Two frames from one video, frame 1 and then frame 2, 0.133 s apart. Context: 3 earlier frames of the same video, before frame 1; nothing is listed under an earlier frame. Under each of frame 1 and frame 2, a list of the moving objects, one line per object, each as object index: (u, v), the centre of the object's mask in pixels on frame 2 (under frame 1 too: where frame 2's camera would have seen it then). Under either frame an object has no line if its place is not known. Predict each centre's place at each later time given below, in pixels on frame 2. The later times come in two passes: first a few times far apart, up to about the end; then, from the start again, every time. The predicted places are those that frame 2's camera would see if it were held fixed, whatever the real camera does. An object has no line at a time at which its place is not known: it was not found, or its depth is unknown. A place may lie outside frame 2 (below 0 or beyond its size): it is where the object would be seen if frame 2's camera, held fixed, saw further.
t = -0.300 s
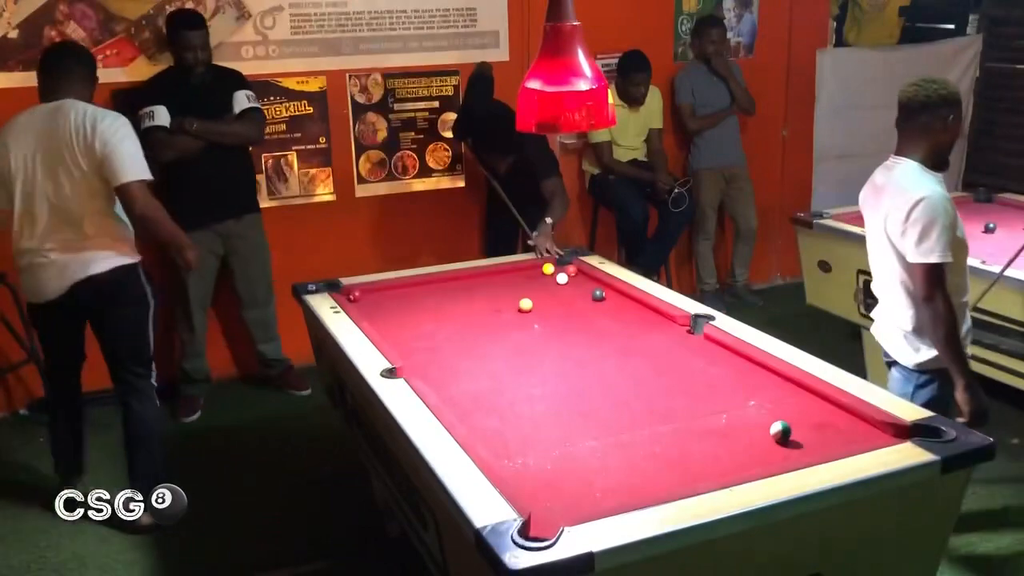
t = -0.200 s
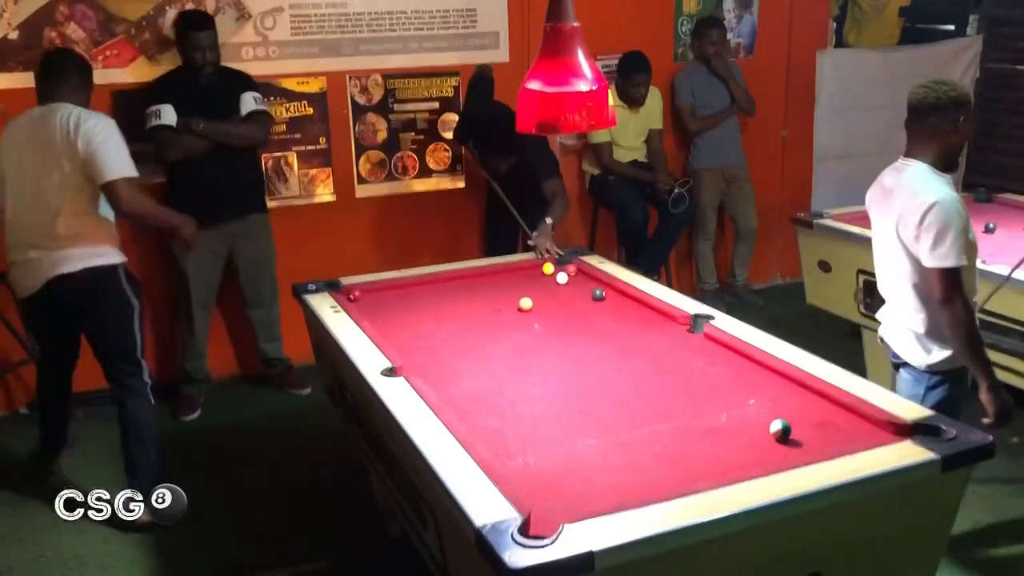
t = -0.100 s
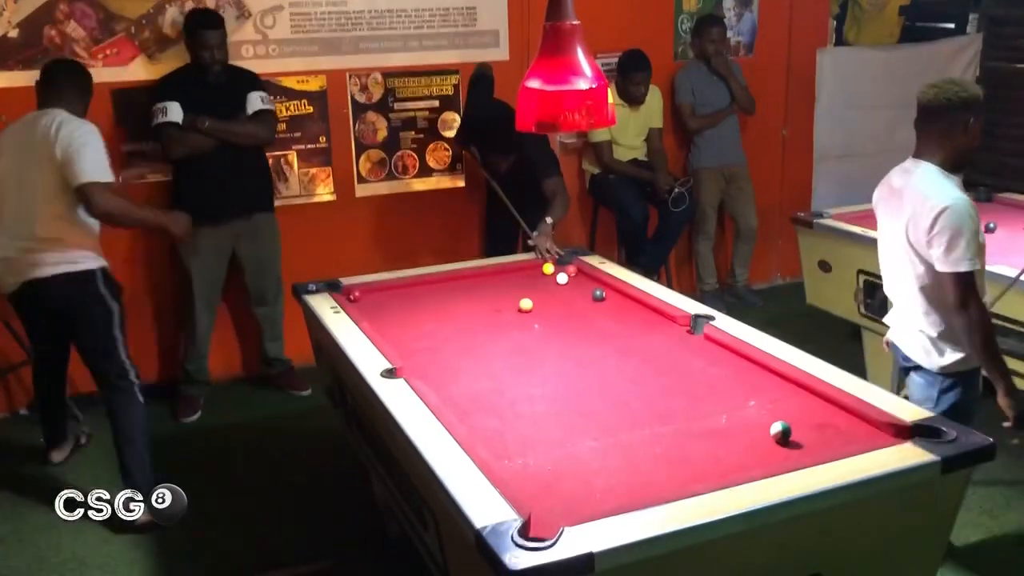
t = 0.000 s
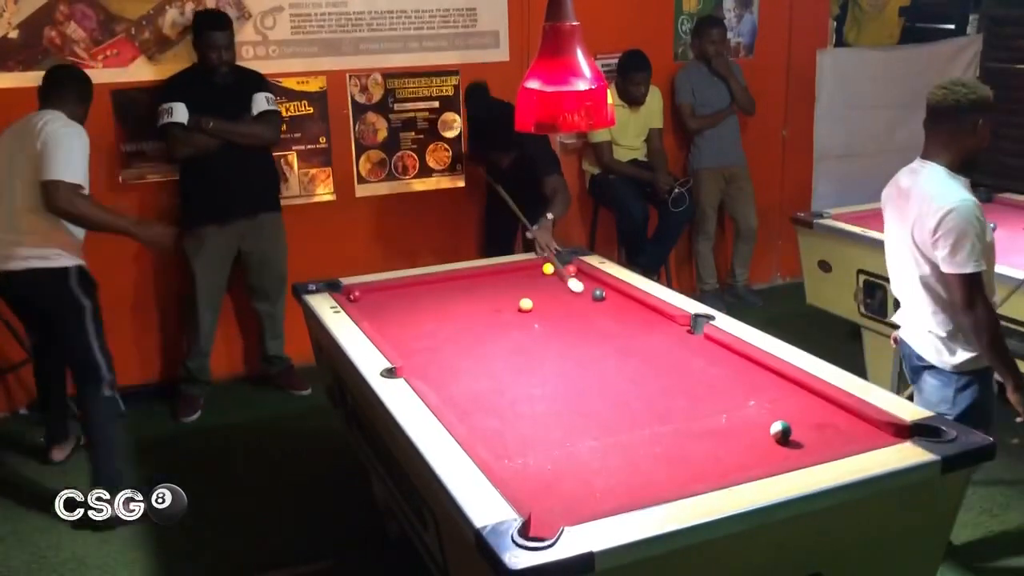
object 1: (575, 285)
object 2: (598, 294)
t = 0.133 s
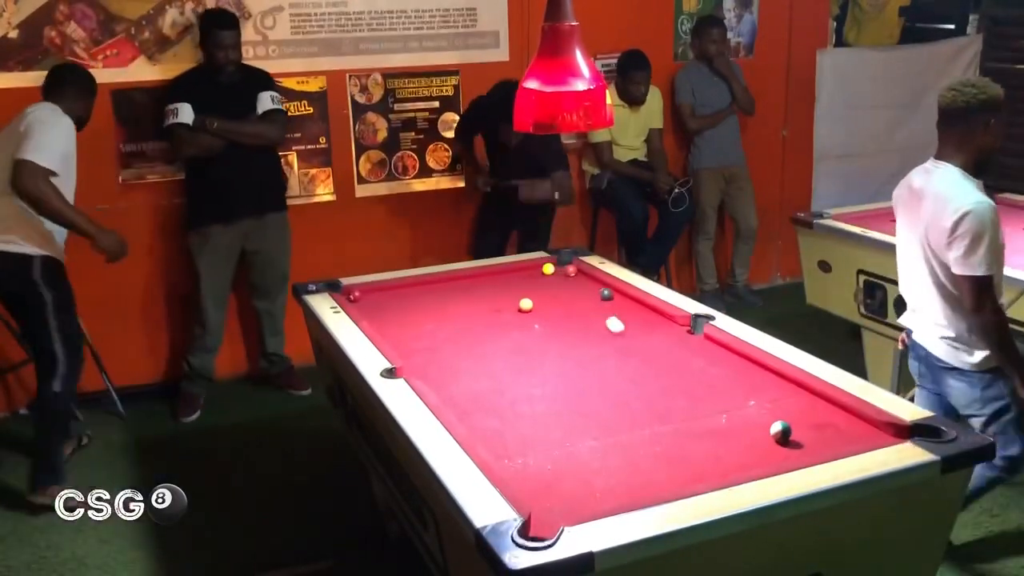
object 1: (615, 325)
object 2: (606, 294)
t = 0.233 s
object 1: (650, 360)
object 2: (614, 294)
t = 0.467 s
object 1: (737, 459)
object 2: (615, 294)
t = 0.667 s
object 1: (626, 410)
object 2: (610, 296)
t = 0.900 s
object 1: (539, 376)
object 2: (606, 298)
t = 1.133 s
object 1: (470, 350)
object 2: (603, 300)
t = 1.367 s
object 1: (412, 328)
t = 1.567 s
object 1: (369, 313)
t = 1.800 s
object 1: (360, 299)
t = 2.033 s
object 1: (365, 294)
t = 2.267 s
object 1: (372, 291)
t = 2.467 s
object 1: (382, 291)
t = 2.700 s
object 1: (393, 291)
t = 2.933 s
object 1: (402, 291)
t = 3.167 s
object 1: (410, 291)
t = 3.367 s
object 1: (416, 292)
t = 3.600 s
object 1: (423, 291)
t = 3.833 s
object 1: (428, 293)
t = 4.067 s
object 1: (432, 293)
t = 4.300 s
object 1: (436, 294)
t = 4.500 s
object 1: (437, 294)
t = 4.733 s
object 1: (438, 295)
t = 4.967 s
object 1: (439, 294)
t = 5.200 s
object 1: (439, 294)
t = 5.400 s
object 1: (439, 295)
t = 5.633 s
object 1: (439, 295)
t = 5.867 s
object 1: (439, 295)
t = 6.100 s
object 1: (439, 294)
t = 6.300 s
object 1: (439, 295)
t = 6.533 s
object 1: (439, 294)
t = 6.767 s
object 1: (439, 295)
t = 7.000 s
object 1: (439, 295)
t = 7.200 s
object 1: (439, 295)
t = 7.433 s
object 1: (439, 295)
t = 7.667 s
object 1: (439, 295)
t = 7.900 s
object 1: (439, 295)
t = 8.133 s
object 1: (439, 294)
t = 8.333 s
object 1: (439, 295)
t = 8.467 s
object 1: (439, 294)
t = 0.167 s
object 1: (625, 336)
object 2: (608, 294)
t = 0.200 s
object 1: (637, 347)
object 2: (611, 294)
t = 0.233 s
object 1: (650, 360)
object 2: (614, 294)
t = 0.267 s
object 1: (665, 374)
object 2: (617, 293)
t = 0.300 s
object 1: (679, 390)
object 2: (619, 293)
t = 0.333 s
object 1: (695, 405)
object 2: (619, 293)
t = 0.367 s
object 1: (712, 422)
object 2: (618, 293)
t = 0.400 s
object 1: (732, 443)
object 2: (617, 293)
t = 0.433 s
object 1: (750, 460)
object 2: (616, 293)
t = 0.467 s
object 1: (737, 459)
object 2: (615, 294)
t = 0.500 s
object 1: (715, 450)
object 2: (615, 294)
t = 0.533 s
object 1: (694, 440)
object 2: (613, 295)
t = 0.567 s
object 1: (675, 432)
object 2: (613, 295)
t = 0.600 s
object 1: (657, 424)
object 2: (612, 296)
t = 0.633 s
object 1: (641, 416)
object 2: (611, 296)
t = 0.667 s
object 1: (626, 410)
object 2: (610, 296)
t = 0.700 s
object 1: (611, 404)
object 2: (610, 297)
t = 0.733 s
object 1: (598, 398)
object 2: (609, 296)
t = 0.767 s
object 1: (585, 392)
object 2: (608, 296)
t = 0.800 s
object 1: (573, 389)
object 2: (608, 297)
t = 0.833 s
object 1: (561, 384)
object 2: (607, 298)
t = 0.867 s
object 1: (550, 380)
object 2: (607, 298)
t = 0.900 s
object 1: (539, 376)
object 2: (606, 298)
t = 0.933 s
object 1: (529, 372)
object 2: (606, 298)
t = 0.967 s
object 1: (518, 368)
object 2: (605, 298)
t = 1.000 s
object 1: (508, 364)
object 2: (605, 299)
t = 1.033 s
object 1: (499, 361)
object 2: (605, 299)
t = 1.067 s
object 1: (489, 357)
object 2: (604, 299)
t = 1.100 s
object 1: (480, 354)
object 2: (604, 300)
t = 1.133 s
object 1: (470, 350)
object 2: (603, 300)
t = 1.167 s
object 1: (462, 345)
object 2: (602, 299)
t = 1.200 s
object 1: (453, 341)
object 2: (601, 299)
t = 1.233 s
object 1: (445, 339)
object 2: (601, 300)
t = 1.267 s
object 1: (436, 337)
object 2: (601, 301)
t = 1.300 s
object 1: (428, 334)
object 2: (601, 301)
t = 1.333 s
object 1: (420, 331)
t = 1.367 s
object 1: (412, 328)
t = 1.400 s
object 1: (405, 326)
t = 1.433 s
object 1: (397, 323)
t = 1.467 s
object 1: (390, 320)
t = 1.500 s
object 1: (382, 318)
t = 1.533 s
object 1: (376, 315)
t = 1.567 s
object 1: (369, 313)
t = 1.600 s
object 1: (363, 309)
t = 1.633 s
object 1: (361, 305)
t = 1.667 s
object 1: (360, 303)
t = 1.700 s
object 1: (359, 301)
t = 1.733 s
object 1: (358, 299)
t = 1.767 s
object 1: (359, 299)
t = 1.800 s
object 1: (360, 299)
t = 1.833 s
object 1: (361, 297)
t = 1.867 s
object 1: (362, 297)
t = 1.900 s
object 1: (363, 296)
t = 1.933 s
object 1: (363, 296)
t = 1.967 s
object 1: (364, 295)
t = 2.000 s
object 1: (365, 294)
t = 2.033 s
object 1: (365, 294)
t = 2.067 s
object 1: (366, 292)
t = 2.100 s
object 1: (367, 292)
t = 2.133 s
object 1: (367, 292)
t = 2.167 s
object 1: (368, 292)
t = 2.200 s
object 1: (369, 291)
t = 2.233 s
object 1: (370, 291)
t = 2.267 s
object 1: (372, 291)
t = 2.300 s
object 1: (374, 291)
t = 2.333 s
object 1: (376, 291)
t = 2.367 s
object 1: (377, 291)
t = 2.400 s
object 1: (379, 291)
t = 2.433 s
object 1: (380, 291)
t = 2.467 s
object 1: (382, 291)
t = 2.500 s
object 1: (383, 290)
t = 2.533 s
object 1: (385, 291)
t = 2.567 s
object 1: (387, 291)
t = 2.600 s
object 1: (388, 291)
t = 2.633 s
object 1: (390, 291)
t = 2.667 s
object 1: (391, 291)
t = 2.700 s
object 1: (393, 291)
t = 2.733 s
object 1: (394, 291)
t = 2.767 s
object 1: (395, 291)
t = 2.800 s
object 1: (397, 291)
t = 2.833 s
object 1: (398, 291)
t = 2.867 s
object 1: (400, 291)
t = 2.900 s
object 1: (401, 291)
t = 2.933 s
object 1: (402, 291)
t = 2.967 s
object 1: (403, 292)
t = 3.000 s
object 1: (405, 292)
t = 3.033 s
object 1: (406, 292)
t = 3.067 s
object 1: (407, 291)
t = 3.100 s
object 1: (408, 291)
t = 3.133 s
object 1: (409, 291)
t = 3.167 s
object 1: (410, 291)
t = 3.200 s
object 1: (411, 292)
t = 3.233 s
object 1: (413, 292)
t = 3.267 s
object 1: (414, 292)
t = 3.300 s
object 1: (415, 292)
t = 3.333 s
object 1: (416, 292)
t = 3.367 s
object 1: (416, 292)
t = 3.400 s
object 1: (418, 292)
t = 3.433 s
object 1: (419, 292)
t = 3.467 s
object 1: (420, 292)
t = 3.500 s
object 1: (420, 292)
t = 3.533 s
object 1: (421, 292)
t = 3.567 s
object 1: (422, 291)
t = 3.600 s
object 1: (423, 291)
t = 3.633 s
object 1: (424, 292)
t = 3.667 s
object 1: (425, 292)
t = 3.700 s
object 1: (425, 293)
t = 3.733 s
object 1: (426, 293)
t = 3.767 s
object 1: (427, 293)
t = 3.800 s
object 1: (427, 293)
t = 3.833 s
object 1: (428, 293)
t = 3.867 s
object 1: (429, 293)
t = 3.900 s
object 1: (430, 292)
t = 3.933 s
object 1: (430, 293)
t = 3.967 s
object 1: (431, 292)
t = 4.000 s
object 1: (432, 293)
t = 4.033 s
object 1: (432, 293)
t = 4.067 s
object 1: (432, 293)
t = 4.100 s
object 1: (433, 293)
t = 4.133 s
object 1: (433, 293)
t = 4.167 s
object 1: (434, 293)
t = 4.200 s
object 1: (434, 293)
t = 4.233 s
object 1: (435, 293)
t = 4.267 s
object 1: (435, 294)
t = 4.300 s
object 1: (436, 294)
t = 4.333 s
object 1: (436, 294)
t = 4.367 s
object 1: (437, 293)
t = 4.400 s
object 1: (437, 293)
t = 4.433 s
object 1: (437, 293)
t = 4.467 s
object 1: (437, 293)
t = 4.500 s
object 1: (437, 294)
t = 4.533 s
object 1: (438, 294)
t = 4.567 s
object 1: (438, 294)
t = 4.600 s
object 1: (438, 294)
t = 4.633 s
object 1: (438, 294)
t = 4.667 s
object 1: (438, 294)
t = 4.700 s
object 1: (438, 295)
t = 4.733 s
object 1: (438, 295)
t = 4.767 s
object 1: (438, 295)
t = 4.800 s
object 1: (439, 294)
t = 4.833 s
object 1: (439, 293)
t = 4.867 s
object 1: (439, 294)
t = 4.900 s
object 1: (439, 295)
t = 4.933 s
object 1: (439, 295)
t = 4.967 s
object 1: (439, 294)
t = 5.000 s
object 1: (439, 294)
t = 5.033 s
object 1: (439, 294)
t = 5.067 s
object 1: (439, 295)
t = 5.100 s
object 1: (439, 294)
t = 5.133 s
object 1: (439, 294)
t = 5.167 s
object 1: (439, 294)
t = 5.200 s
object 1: (439, 294)
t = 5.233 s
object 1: (439, 294)
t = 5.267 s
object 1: (439, 294)
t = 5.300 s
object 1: (439, 294)
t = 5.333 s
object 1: (439, 295)
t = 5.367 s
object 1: (439, 295)
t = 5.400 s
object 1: (439, 295)
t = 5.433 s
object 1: (439, 295)
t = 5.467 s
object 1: (439, 294)
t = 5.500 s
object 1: (439, 294)
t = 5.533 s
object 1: (439, 295)
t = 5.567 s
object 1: (439, 295)
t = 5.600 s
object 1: (439, 295)
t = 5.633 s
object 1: (439, 295)
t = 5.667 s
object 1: (439, 294)
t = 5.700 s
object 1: (439, 293)
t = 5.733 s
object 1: (439, 294)
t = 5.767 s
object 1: (439, 294)
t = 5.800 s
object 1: (439, 294)
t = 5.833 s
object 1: (439, 294)
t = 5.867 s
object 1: (439, 295)
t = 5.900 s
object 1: (439, 294)
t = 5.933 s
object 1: (439, 295)
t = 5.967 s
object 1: (439, 295)
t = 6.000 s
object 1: (439, 295)
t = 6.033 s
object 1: (439, 295)
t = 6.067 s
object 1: (439, 294)
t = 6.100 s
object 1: (439, 294)
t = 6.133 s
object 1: (439, 293)
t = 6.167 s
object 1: (439, 294)
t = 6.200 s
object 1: (439, 295)
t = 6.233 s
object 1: (439, 295)
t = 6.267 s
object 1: (439, 295)
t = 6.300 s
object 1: (439, 295)
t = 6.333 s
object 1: (439, 295)
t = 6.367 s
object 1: (439, 295)
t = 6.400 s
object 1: (439, 295)
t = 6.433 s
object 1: (439, 295)
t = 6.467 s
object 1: (439, 295)
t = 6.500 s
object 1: (439, 295)
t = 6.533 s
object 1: (439, 294)
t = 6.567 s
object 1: (439, 294)
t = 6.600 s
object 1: (439, 294)
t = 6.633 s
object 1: (439, 295)
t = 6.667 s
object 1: (439, 295)
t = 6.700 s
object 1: (439, 294)
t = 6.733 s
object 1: (439, 294)
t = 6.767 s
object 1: (439, 295)
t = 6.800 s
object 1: (439, 295)
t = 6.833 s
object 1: (439, 295)
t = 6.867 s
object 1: (439, 295)
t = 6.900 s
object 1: (439, 295)
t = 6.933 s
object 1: (439, 295)
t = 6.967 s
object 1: (439, 295)
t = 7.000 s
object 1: (439, 295)
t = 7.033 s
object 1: (439, 294)
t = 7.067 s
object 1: (439, 295)
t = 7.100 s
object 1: (439, 295)
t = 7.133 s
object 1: (439, 295)
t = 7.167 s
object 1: (439, 295)
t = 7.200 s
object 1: (439, 295)
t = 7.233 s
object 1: (439, 295)
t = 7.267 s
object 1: (439, 295)
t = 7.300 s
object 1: (439, 295)
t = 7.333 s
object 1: (439, 295)
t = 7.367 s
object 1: (439, 295)
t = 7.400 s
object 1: (439, 295)
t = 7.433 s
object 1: (439, 295)
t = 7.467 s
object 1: (439, 295)
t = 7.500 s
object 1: (439, 296)
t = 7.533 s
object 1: (439, 296)
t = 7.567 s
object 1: (439, 295)
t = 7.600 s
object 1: (439, 295)
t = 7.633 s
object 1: (439, 295)
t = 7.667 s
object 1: (439, 295)
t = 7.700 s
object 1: (439, 295)
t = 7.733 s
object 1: (439, 295)
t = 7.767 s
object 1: (439, 295)
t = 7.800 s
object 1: (439, 294)
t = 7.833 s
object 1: (439, 295)
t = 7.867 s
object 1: (439, 295)
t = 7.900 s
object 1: (439, 295)
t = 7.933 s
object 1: (439, 295)
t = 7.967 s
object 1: (439, 295)
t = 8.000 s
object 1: (439, 295)
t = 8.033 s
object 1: (439, 294)
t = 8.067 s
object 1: (439, 294)
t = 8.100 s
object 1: (439, 294)
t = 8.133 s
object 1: (439, 294)
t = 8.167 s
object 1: (439, 294)
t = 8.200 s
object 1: (439, 294)
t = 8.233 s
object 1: (439, 294)
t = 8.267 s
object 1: (439, 294)
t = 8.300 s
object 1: (439, 294)
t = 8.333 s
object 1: (439, 295)
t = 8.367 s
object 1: (439, 295)
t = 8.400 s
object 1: (439, 295)
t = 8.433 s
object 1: (439, 295)
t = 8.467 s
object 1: (439, 294)
